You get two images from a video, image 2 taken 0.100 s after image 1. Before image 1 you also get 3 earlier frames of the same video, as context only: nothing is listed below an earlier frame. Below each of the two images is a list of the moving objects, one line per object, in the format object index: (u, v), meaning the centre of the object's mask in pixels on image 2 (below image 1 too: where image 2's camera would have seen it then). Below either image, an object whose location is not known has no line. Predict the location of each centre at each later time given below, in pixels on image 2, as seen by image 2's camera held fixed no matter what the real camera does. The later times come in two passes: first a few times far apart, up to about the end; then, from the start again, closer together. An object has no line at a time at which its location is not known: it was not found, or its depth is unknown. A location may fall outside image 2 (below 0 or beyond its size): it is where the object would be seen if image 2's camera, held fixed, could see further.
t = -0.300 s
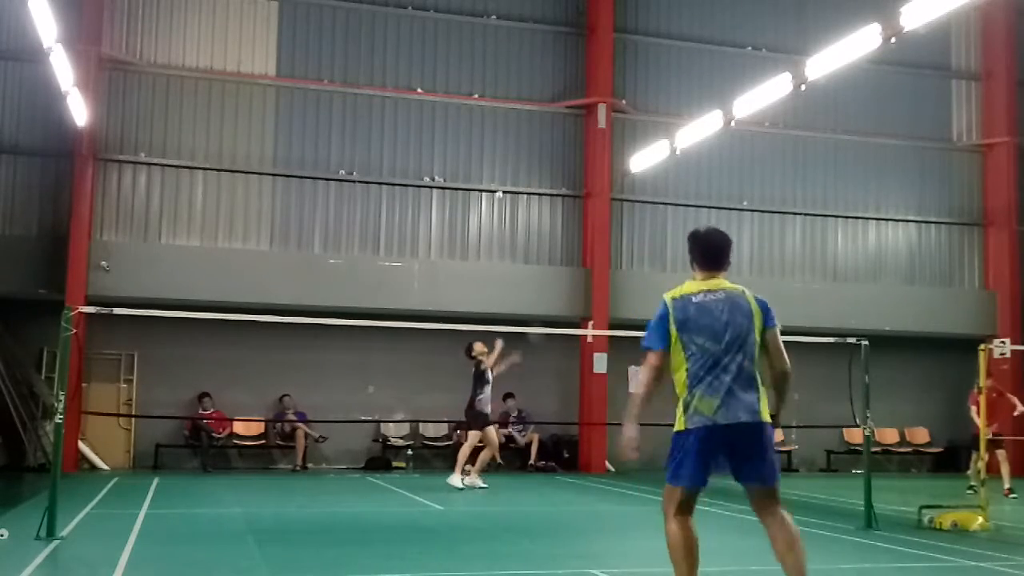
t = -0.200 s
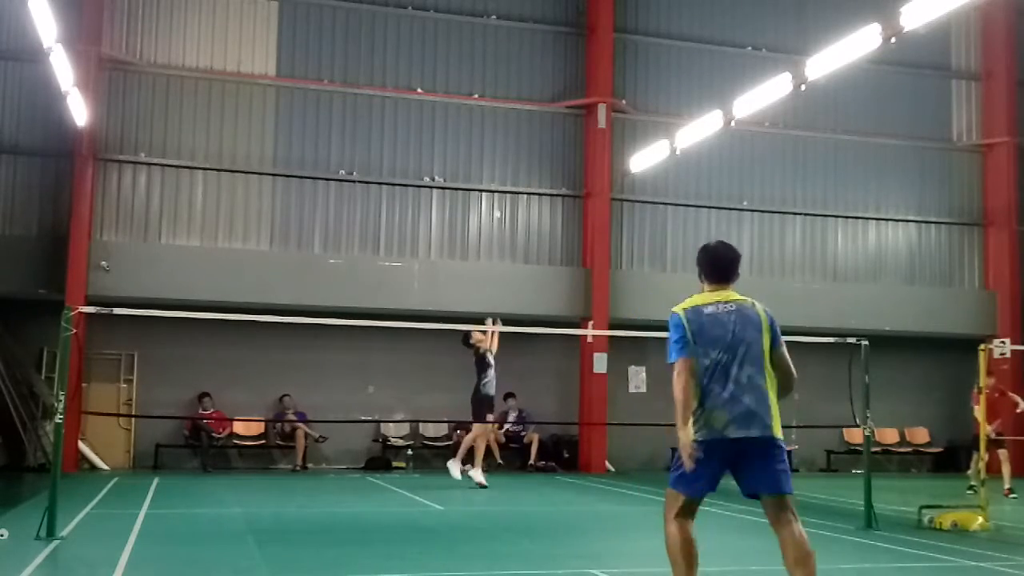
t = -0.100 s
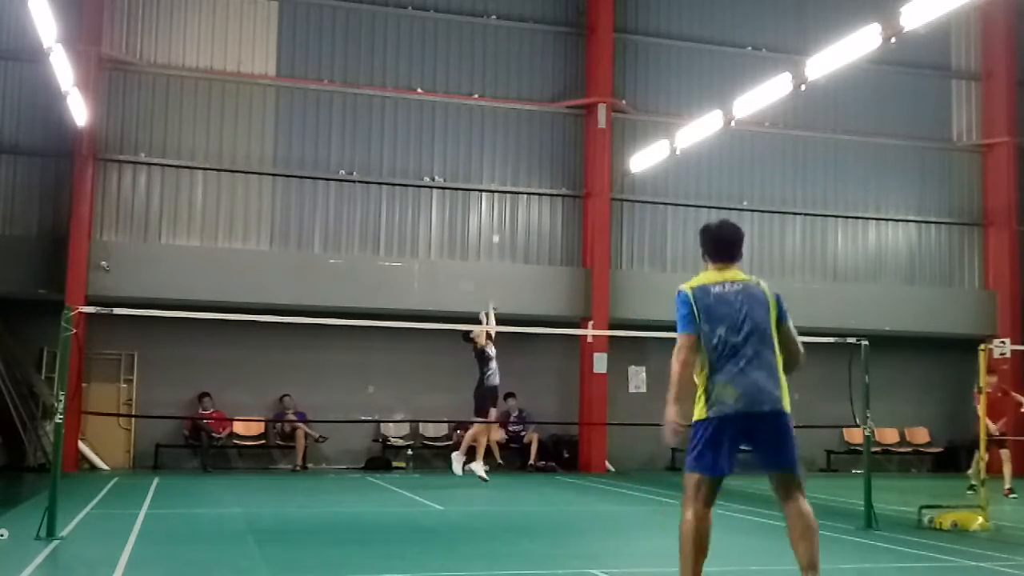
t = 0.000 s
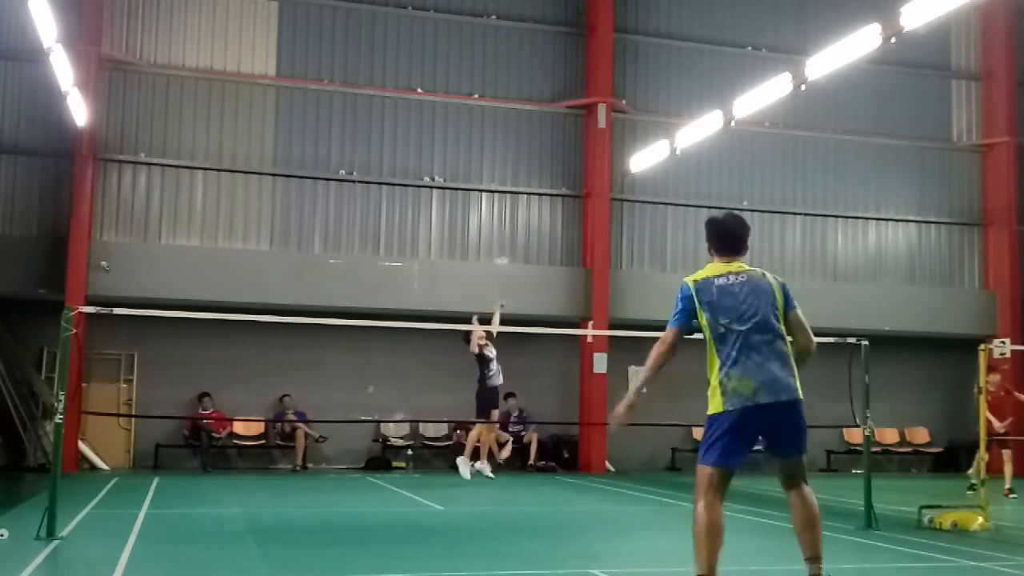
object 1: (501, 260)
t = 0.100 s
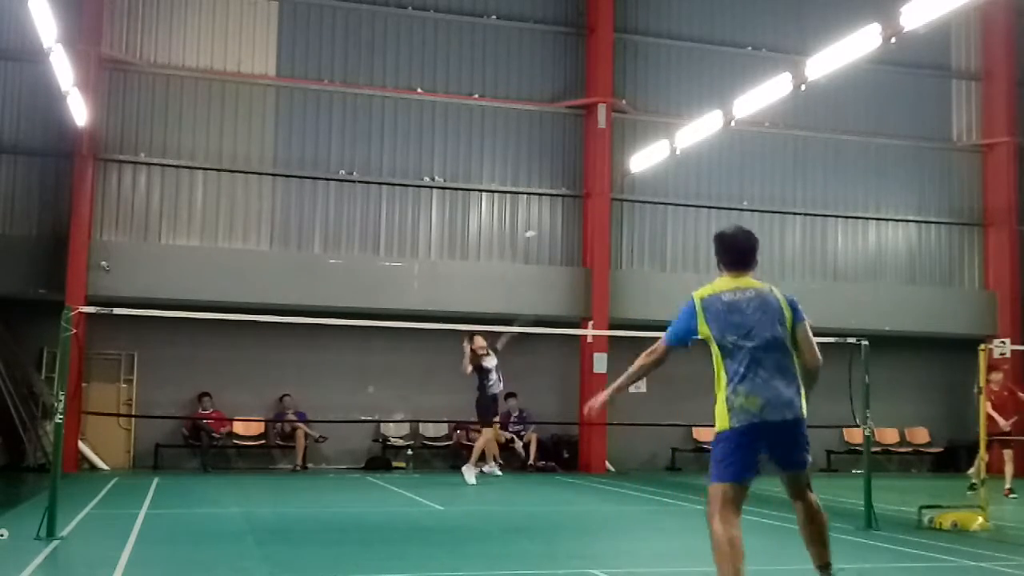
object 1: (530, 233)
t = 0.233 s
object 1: (573, 218)
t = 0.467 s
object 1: (638, 231)
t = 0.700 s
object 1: (694, 300)
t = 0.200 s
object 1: (563, 221)
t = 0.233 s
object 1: (573, 218)
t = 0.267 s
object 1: (582, 217)
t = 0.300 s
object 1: (592, 217)
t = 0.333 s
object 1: (601, 218)
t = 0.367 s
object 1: (611, 220)
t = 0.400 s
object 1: (620, 223)
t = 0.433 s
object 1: (629, 226)
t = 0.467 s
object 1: (638, 231)
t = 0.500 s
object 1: (646, 237)
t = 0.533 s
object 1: (654, 245)
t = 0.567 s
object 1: (663, 254)
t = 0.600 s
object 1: (671, 264)
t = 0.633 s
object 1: (678, 275)
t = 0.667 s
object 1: (686, 287)
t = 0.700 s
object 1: (694, 300)
